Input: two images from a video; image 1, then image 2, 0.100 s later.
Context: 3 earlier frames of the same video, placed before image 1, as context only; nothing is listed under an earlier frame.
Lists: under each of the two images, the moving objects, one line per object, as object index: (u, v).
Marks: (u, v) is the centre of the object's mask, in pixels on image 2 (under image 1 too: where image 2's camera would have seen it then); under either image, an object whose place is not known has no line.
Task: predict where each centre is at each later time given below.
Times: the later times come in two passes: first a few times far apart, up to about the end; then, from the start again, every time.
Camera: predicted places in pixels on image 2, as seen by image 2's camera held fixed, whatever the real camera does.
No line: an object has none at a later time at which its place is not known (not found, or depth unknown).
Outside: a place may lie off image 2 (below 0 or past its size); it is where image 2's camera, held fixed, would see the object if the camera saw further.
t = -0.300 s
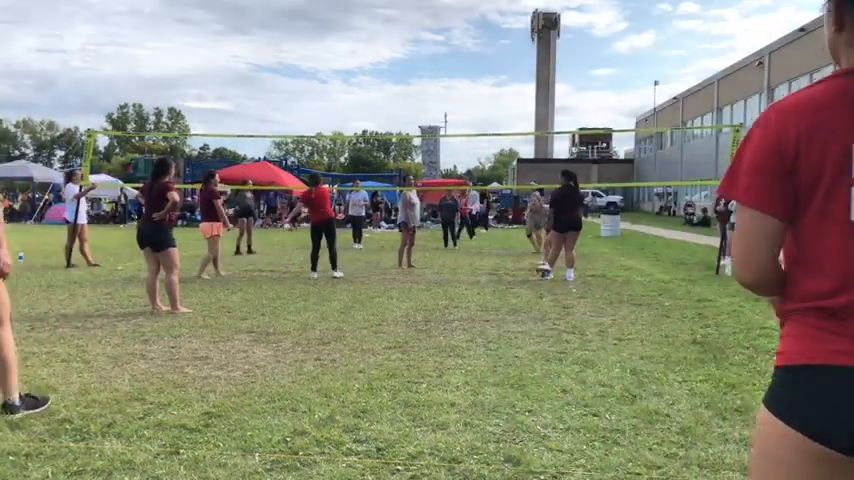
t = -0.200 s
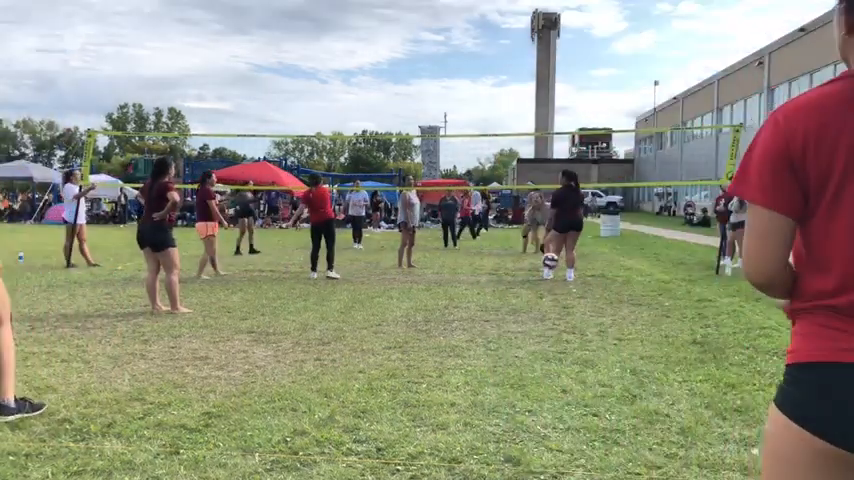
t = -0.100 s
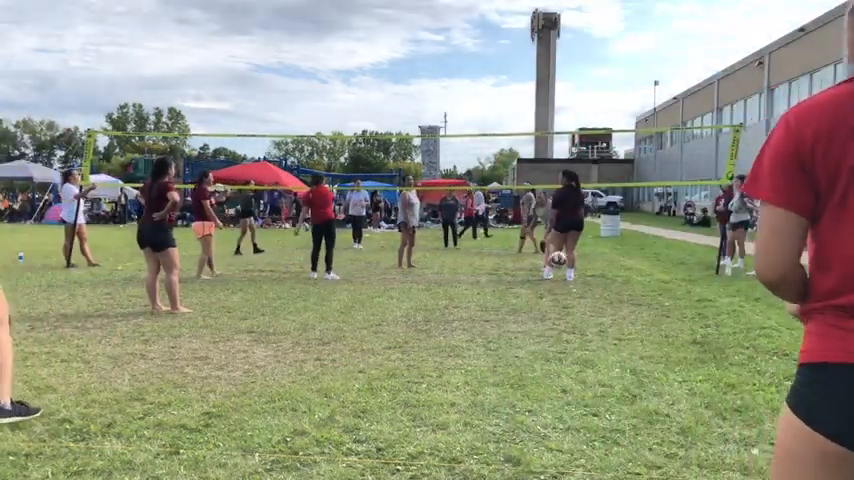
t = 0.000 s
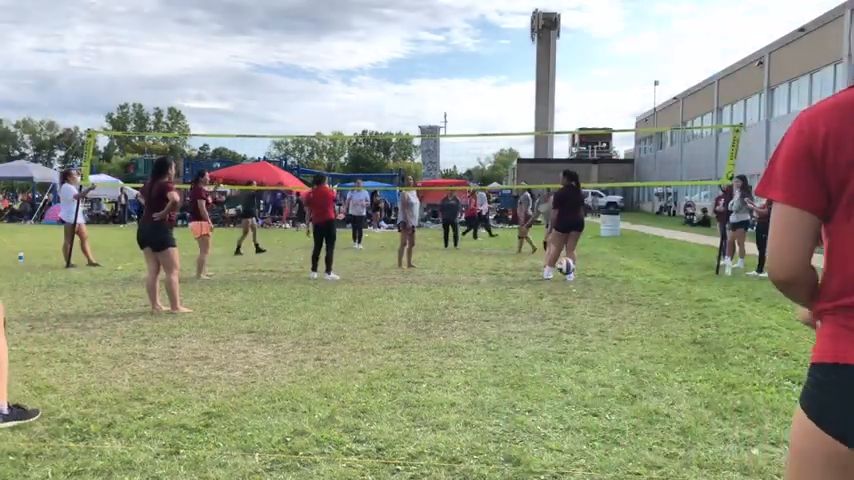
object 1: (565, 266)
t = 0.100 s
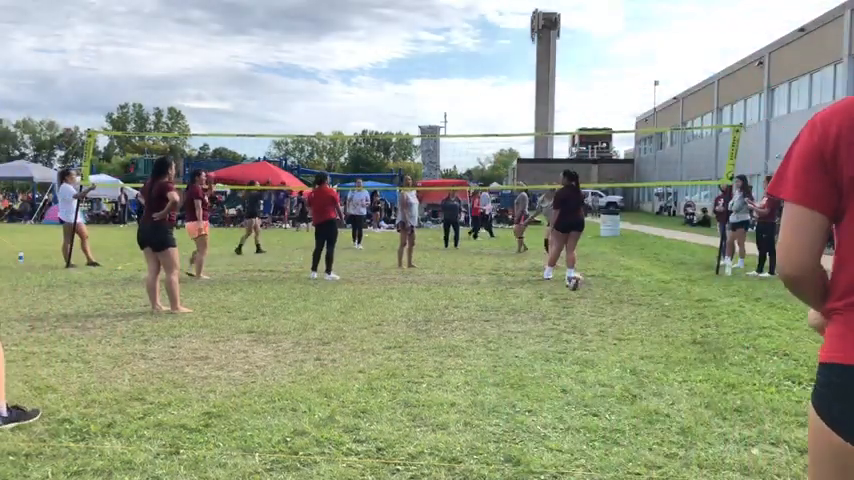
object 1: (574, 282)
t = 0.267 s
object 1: (588, 286)
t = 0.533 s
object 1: (615, 303)
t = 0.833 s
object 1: (654, 317)
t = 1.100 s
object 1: (696, 340)
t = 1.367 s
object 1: (748, 361)
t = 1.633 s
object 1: (813, 386)
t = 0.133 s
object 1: (576, 289)
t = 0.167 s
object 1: (579, 291)
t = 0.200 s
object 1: (583, 289)
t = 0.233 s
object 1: (585, 287)
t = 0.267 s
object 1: (588, 286)
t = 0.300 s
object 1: (592, 286)
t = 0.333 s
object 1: (595, 288)
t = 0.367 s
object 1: (598, 290)
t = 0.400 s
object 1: (601, 293)
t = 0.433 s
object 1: (605, 298)
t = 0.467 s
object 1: (608, 305)
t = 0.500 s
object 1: (612, 305)
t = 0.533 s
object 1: (615, 303)
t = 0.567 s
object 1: (619, 303)
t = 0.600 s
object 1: (624, 302)
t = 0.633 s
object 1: (628, 304)
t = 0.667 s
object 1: (633, 307)
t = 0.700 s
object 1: (637, 311)
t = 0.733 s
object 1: (642, 317)
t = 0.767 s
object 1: (646, 317)
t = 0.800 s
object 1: (650, 317)
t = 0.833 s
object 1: (654, 317)
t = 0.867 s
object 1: (660, 319)
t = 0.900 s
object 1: (664, 323)
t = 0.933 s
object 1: (668, 327)
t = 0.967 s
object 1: (673, 330)
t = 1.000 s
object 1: (678, 330)
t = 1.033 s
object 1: (684, 333)
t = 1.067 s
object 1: (690, 337)
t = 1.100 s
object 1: (696, 340)
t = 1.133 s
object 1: (702, 342)
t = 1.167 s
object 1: (709, 344)
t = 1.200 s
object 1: (714, 346)
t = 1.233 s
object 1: (720, 349)
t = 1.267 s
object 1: (727, 354)
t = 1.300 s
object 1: (735, 355)
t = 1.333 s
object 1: (741, 358)
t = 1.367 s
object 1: (748, 361)
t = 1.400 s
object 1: (755, 364)
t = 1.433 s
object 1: (764, 368)
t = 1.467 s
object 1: (771, 370)
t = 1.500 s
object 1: (779, 375)
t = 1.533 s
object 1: (787, 378)
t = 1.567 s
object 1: (796, 381)
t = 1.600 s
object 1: (804, 383)
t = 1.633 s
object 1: (813, 386)
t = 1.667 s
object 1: (823, 390)
